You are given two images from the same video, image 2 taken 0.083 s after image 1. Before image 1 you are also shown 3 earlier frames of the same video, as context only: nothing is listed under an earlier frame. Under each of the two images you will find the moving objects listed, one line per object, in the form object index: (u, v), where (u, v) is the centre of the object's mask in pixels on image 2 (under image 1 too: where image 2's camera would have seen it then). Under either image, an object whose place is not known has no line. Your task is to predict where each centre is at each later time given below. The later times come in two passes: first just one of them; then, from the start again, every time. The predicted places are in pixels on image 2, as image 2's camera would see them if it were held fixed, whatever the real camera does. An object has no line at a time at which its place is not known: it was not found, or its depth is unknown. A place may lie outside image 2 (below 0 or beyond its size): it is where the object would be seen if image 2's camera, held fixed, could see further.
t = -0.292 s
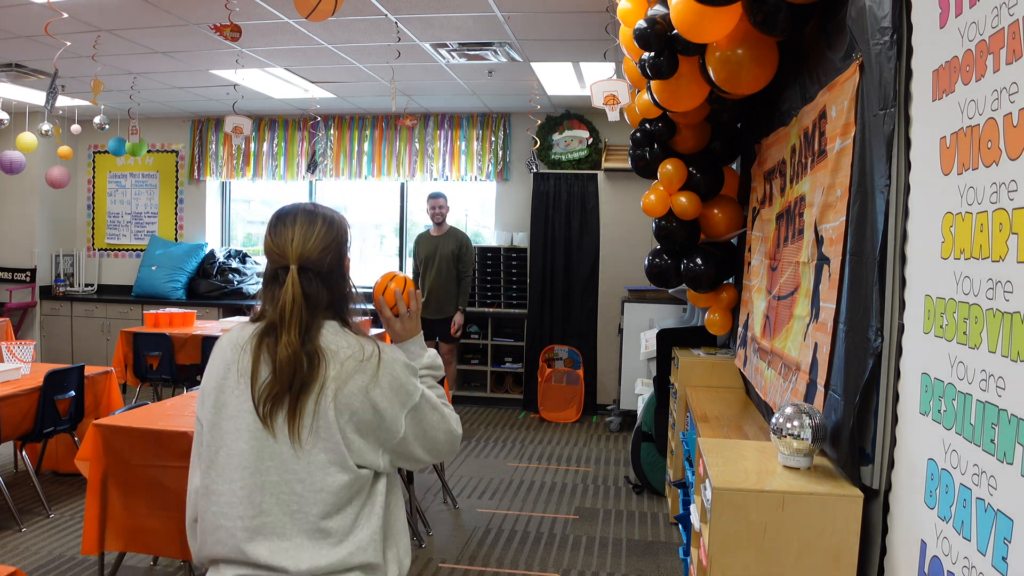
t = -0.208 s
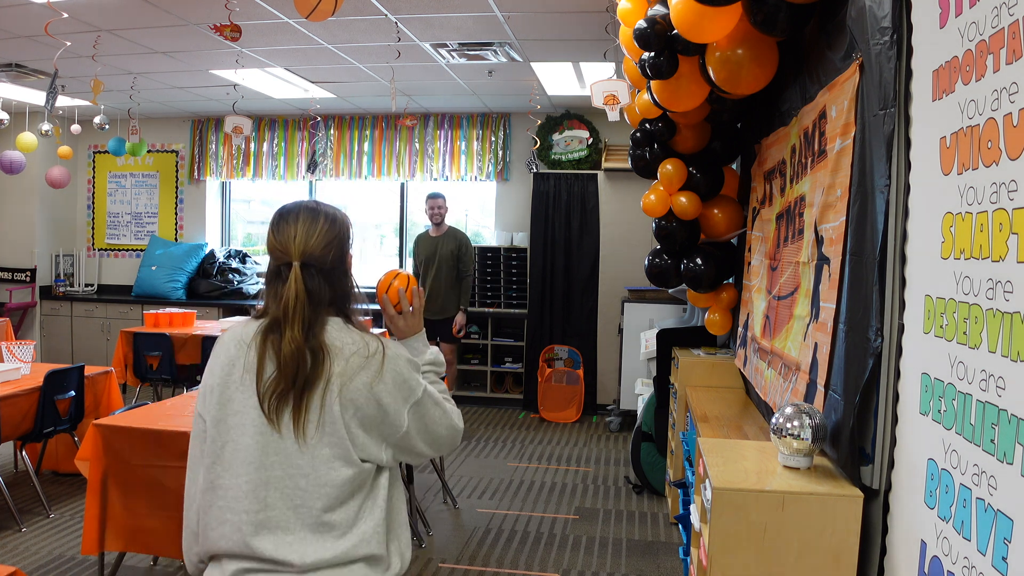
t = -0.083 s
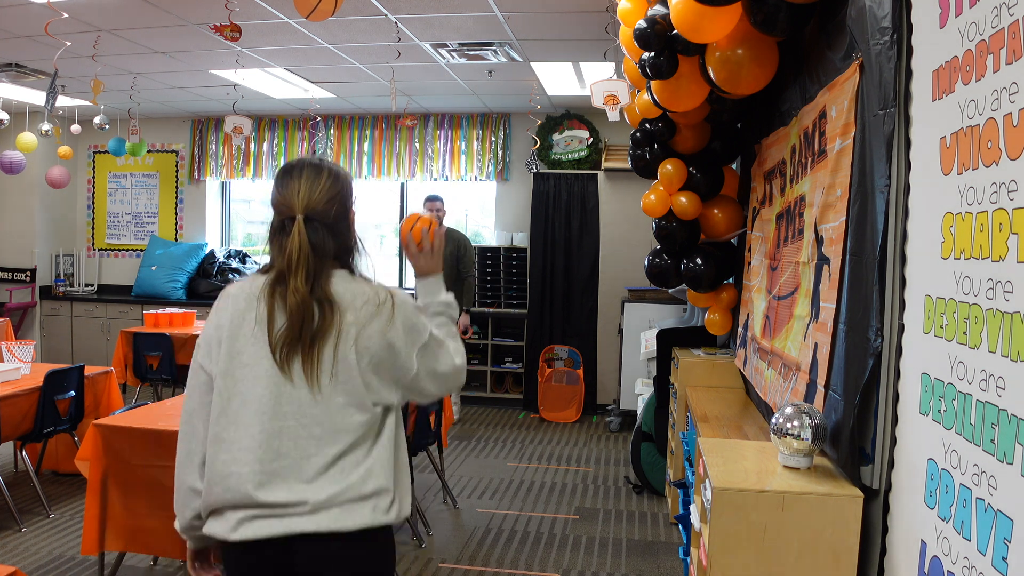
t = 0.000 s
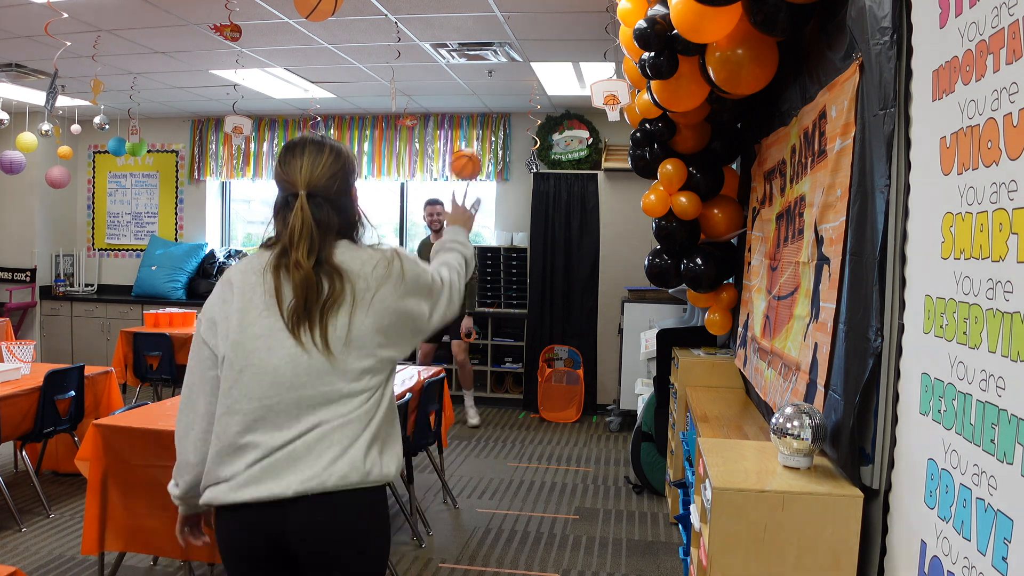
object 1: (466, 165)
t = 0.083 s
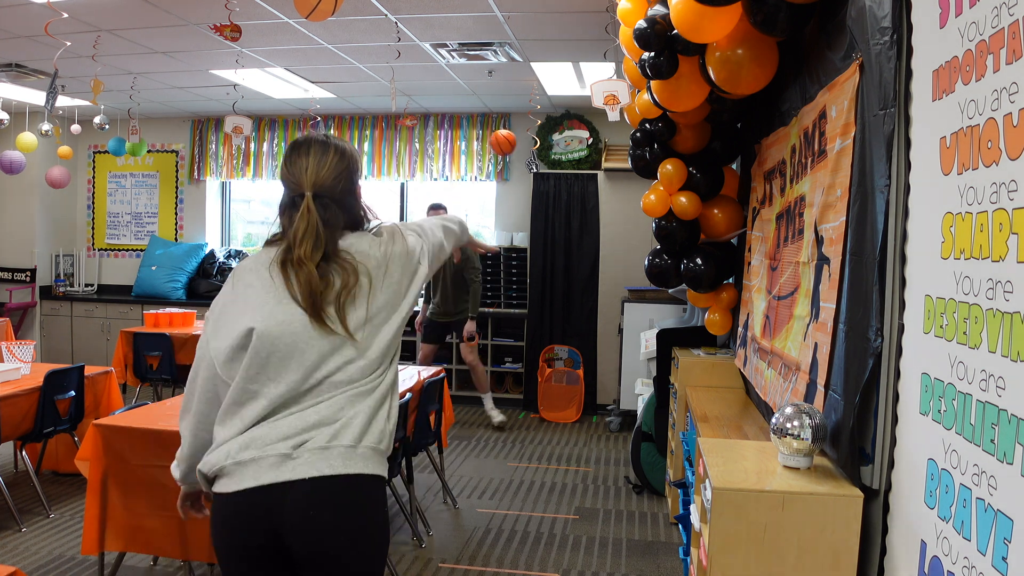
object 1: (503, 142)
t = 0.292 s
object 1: (551, 168)
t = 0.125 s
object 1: (516, 140)
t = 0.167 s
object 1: (527, 143)
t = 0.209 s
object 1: (537, 149)
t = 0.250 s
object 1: (545, 158)
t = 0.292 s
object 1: (551, 168)
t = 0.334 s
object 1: (557, 180)
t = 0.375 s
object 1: (561, 194)
